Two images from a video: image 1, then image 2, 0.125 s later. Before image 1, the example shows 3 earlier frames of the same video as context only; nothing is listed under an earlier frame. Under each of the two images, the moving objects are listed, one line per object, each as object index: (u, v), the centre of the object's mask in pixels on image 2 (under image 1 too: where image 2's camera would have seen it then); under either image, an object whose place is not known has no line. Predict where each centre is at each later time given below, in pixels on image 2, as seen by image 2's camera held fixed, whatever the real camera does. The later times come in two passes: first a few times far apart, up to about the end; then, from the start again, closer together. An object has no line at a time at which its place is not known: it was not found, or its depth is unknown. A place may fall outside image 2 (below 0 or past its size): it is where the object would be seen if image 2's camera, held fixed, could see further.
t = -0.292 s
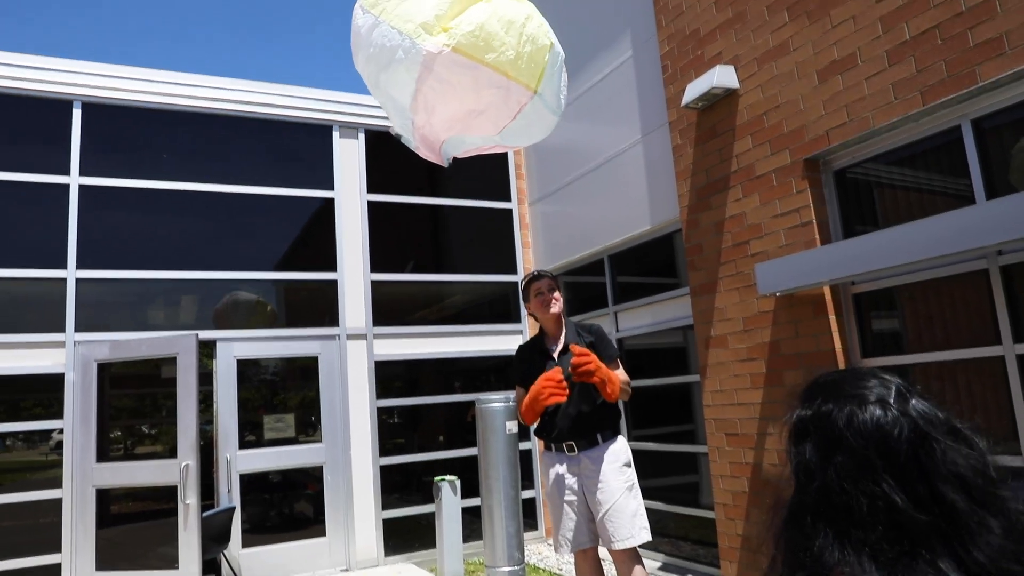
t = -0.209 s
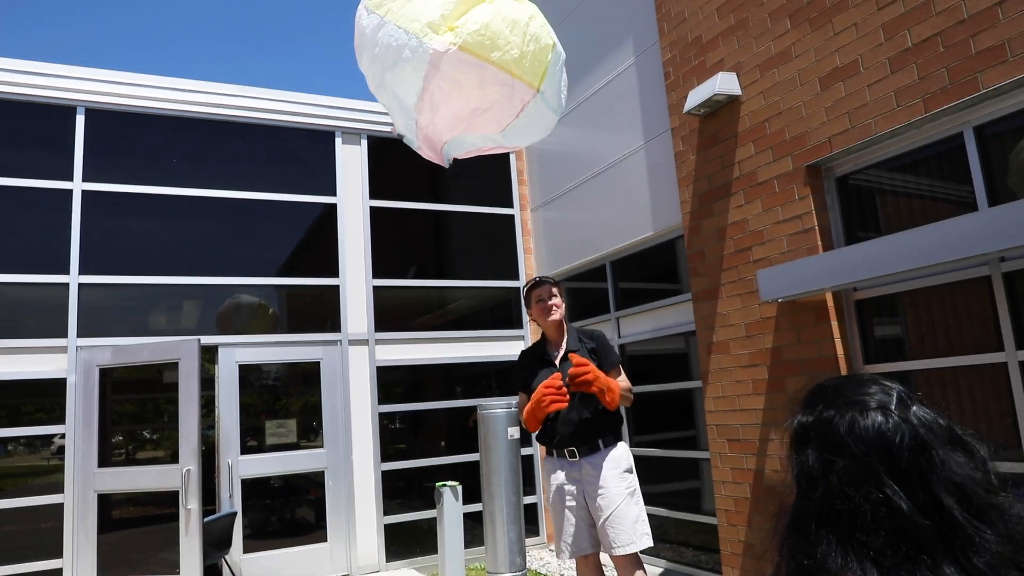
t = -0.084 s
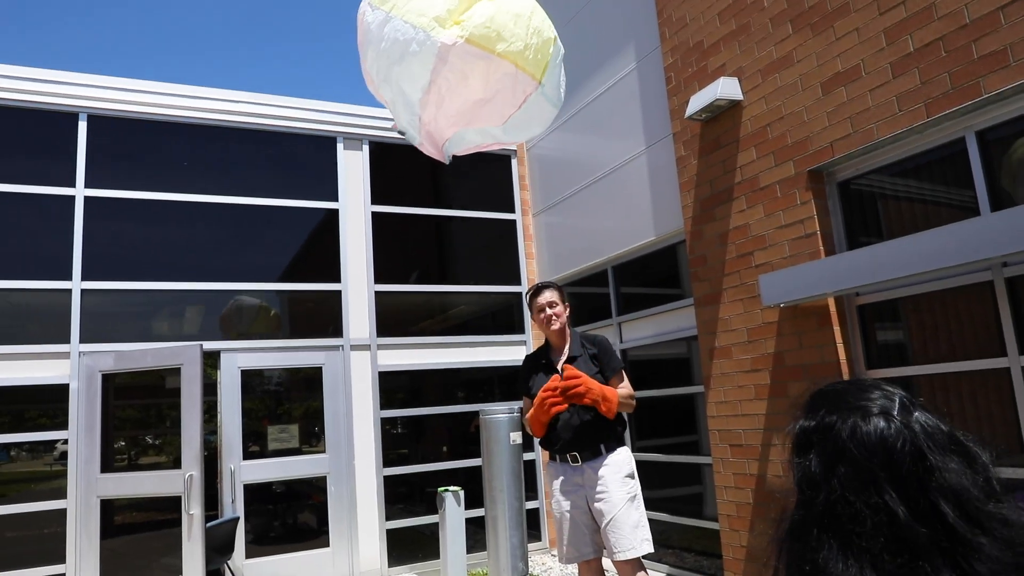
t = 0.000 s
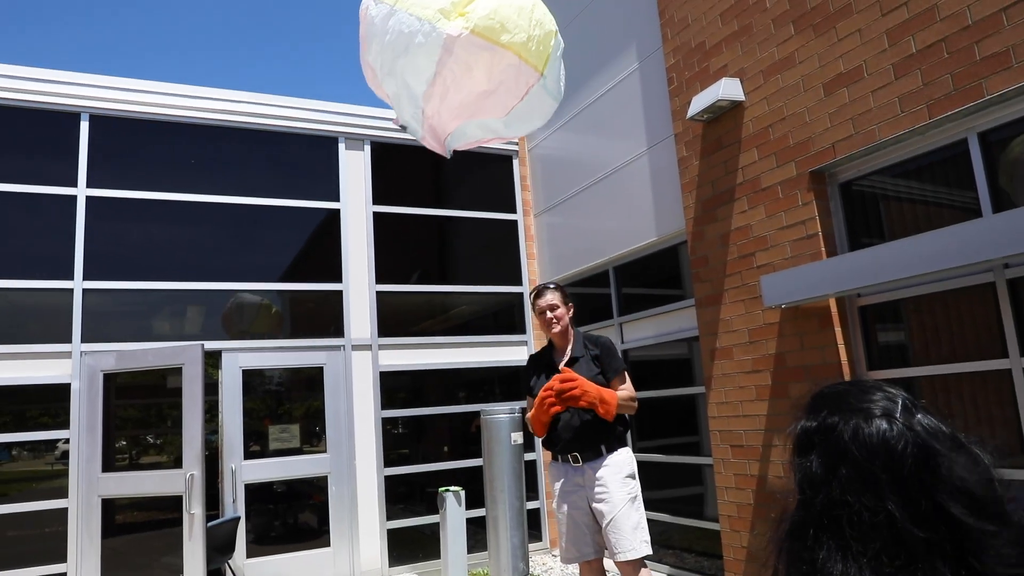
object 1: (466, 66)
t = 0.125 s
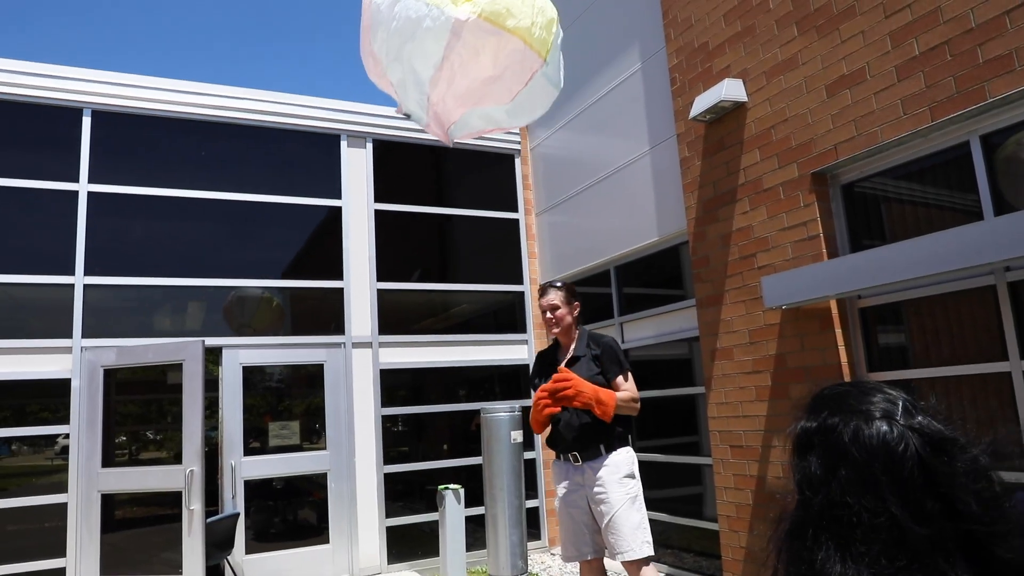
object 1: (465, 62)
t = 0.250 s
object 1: (463, 59)
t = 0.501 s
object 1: (459, 58)
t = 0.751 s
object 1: (454, 39)
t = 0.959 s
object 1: (447, 16)
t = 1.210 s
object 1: (442, -3)
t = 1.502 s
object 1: (440, -18)
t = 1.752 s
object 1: (439, -32)
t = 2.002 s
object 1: (441, -48)
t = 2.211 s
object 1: (444, -67)
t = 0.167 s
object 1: (464, 61)
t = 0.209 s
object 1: (464, 60)
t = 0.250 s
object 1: (463, 59)
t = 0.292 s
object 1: (462, 59)
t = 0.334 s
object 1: (462, 59)
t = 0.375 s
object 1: (461, 59)
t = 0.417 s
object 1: (461, 58)
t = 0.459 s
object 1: (460, 58)
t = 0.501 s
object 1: (459, 58)
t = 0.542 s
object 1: (459, 57)
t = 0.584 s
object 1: (458, 55)
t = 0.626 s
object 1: (457, 52)
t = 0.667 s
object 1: (456, 48)
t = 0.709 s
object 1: (455, 44)
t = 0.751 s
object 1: (454, 39)
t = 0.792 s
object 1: (452, 35)
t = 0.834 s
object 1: (451, 31)
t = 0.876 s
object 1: (449, 26)
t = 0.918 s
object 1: (448, 21)
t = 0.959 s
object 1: (447, 16)
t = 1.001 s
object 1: (446, 12)
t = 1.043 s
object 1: (446, 9)
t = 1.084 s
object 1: (445, 5)
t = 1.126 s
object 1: (444, 2)
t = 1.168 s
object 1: (443, 0)
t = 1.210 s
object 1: (442, -3)
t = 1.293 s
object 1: (441, -8)
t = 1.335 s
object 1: (441, -10)
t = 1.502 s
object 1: (440, -18)
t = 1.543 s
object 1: (440, -20)
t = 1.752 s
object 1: (439, -32)
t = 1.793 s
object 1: (439, -35)
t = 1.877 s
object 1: (440, -40)
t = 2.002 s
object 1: (441, -48)
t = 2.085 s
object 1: (442, -54)
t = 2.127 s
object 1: (443, -58)
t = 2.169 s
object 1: (444, -62)
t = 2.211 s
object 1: (444, -67)
